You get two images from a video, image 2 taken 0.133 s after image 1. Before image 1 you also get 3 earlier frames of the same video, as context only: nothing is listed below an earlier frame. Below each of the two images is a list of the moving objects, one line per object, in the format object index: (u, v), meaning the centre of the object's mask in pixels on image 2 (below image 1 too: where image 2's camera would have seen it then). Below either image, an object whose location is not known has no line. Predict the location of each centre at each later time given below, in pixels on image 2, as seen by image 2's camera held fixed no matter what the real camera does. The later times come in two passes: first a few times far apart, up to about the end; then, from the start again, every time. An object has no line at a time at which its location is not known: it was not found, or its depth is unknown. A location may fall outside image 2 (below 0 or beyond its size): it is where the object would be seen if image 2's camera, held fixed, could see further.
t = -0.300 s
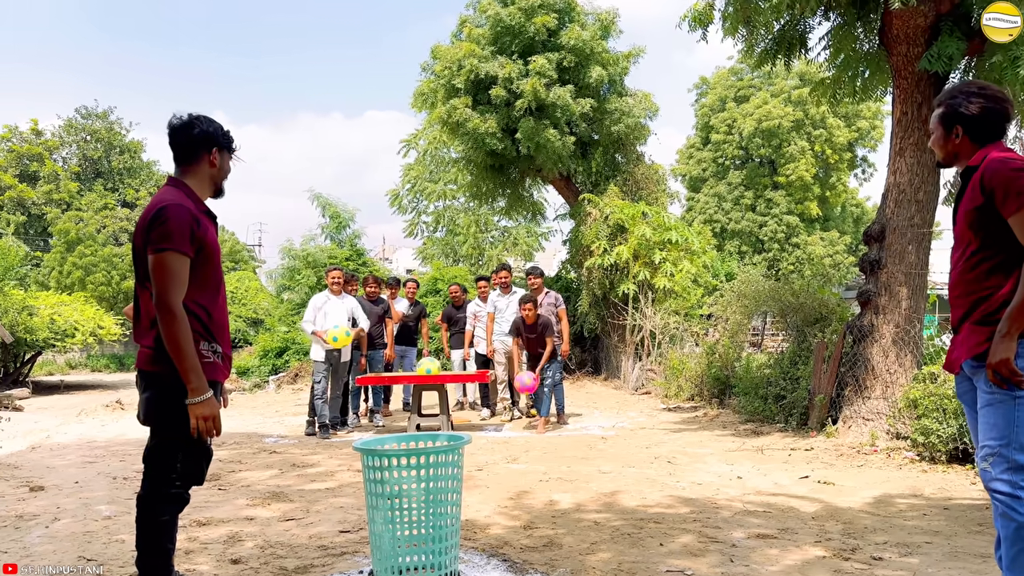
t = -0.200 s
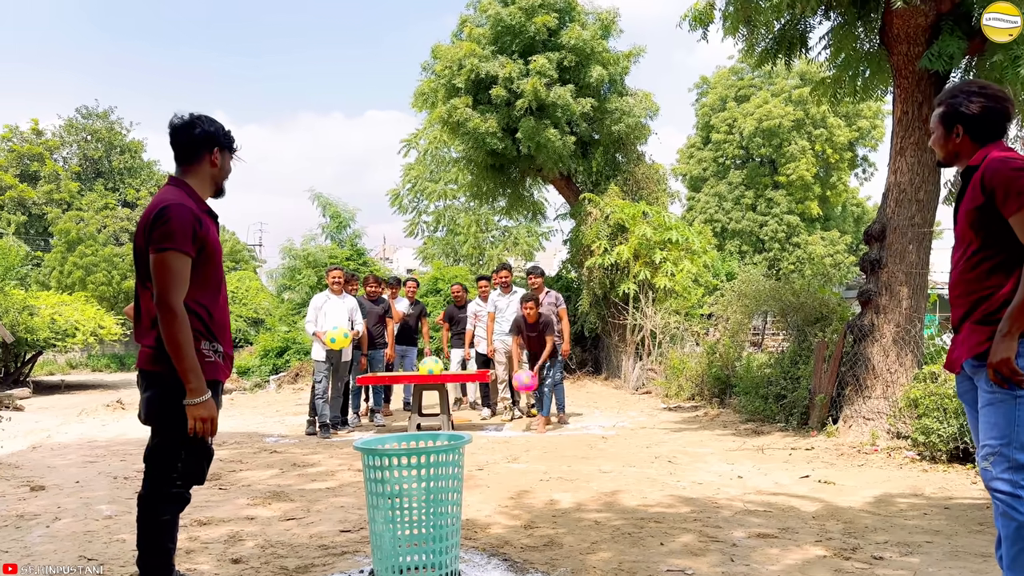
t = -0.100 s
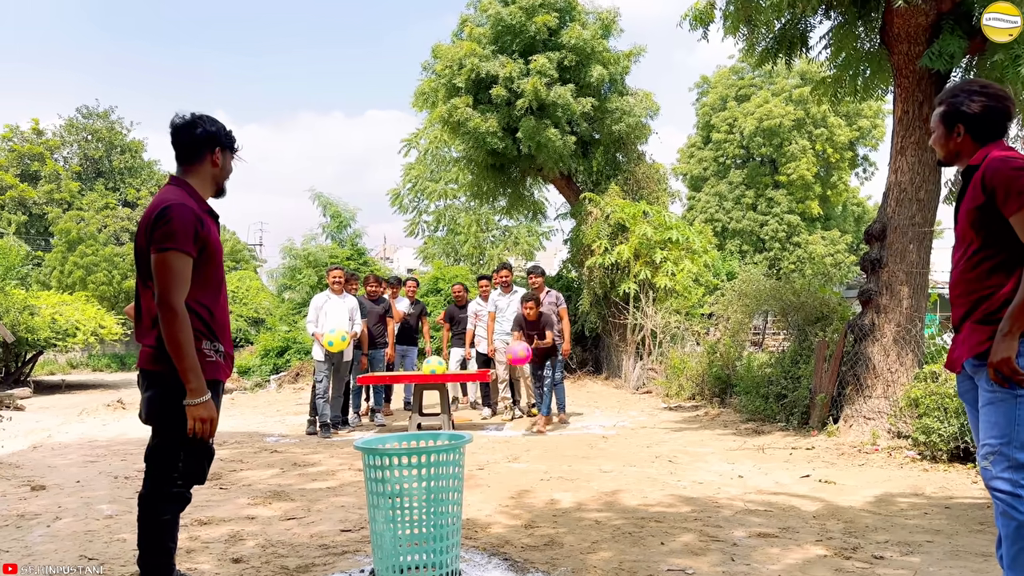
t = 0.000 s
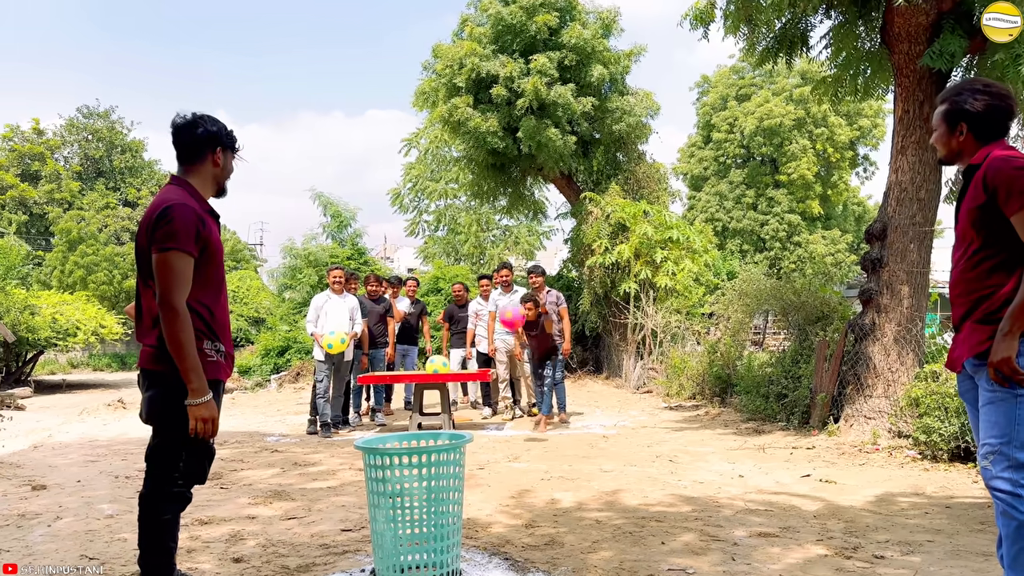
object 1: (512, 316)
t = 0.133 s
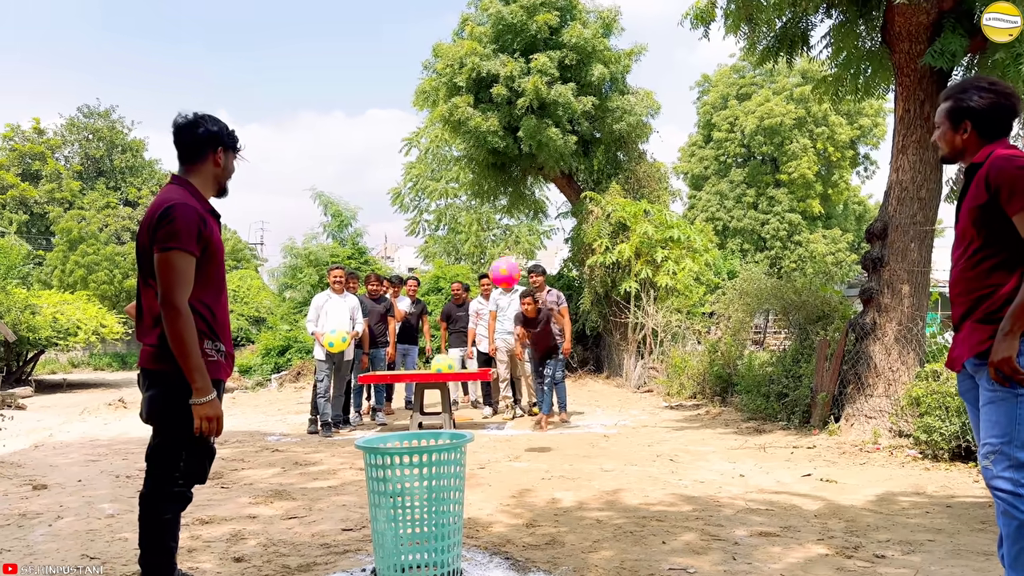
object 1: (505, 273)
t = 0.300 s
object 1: (495, 246)
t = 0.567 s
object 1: (480, 312)
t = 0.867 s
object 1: (457, 291)
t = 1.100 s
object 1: (433, 223)
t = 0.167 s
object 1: (503, 265)
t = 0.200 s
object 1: (501, 257)
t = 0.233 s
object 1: (499, 252)
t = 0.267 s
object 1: (497, 248)
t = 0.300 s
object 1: (495, 246)
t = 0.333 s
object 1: (494, 245)
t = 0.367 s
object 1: (492, 247)
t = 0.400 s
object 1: (490, 252)
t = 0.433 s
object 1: (488, 258)
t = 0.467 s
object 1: (486, 267)
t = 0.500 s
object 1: (484, 279)
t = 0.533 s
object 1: (482, 294)
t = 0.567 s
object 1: (480, 312)
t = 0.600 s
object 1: (478, 334)
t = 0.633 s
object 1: (475, 360)
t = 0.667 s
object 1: (472, 390)
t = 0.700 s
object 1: (470, 409)
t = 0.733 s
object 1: (469, 382)
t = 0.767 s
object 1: (466, 356)
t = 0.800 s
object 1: (463, 332)
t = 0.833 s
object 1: (460, 310)
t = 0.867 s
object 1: (457, 291)
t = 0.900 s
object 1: (454, 275)
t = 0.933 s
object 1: (451, 261)
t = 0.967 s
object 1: (448, 248)
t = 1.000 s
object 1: (445, 238)
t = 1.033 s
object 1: (442, 230)
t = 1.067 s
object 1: (438, 225)
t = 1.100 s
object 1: (433, 223)
